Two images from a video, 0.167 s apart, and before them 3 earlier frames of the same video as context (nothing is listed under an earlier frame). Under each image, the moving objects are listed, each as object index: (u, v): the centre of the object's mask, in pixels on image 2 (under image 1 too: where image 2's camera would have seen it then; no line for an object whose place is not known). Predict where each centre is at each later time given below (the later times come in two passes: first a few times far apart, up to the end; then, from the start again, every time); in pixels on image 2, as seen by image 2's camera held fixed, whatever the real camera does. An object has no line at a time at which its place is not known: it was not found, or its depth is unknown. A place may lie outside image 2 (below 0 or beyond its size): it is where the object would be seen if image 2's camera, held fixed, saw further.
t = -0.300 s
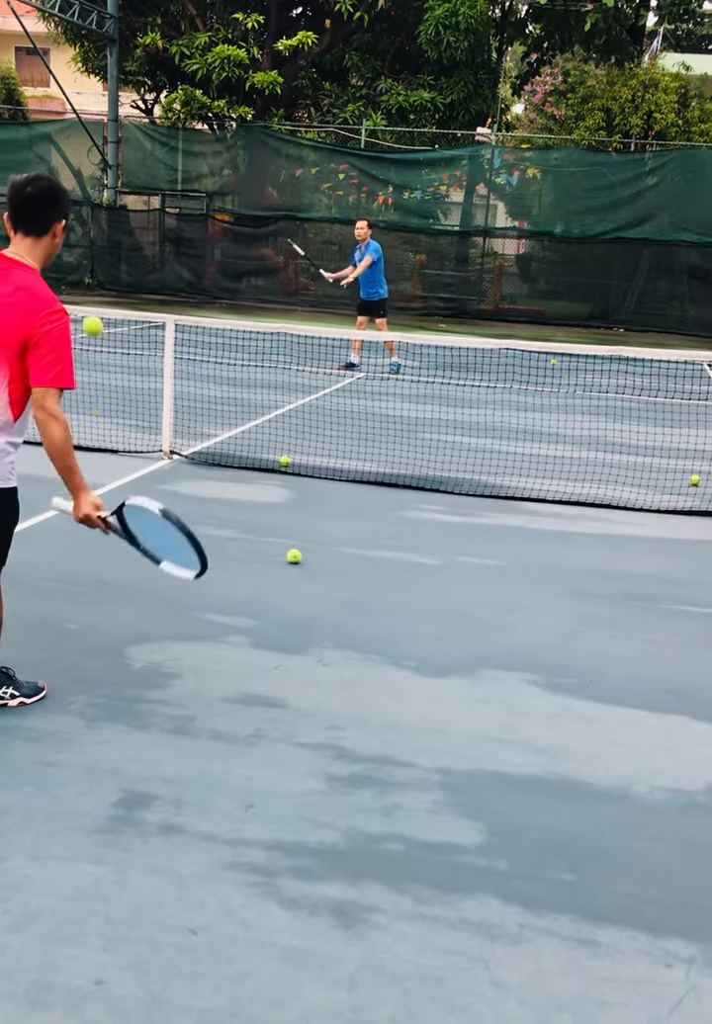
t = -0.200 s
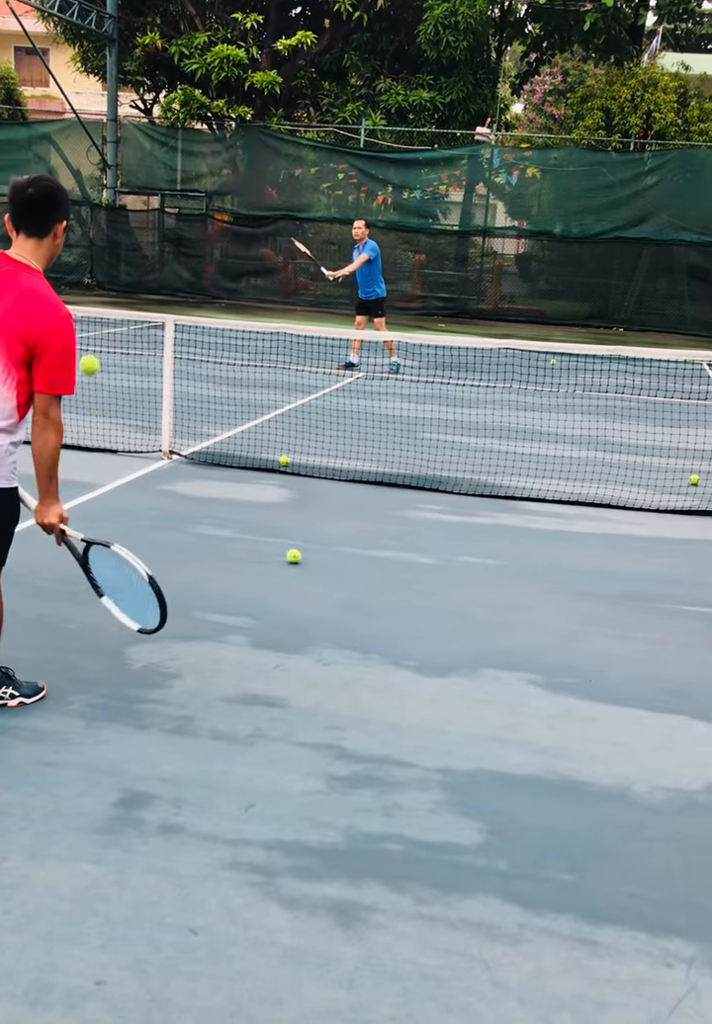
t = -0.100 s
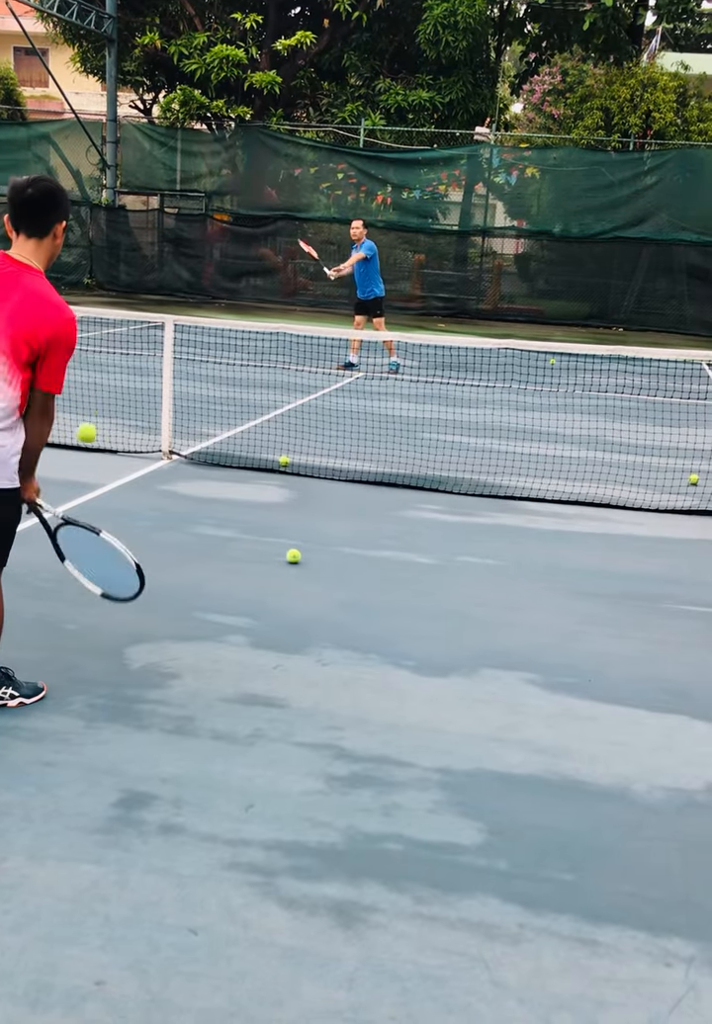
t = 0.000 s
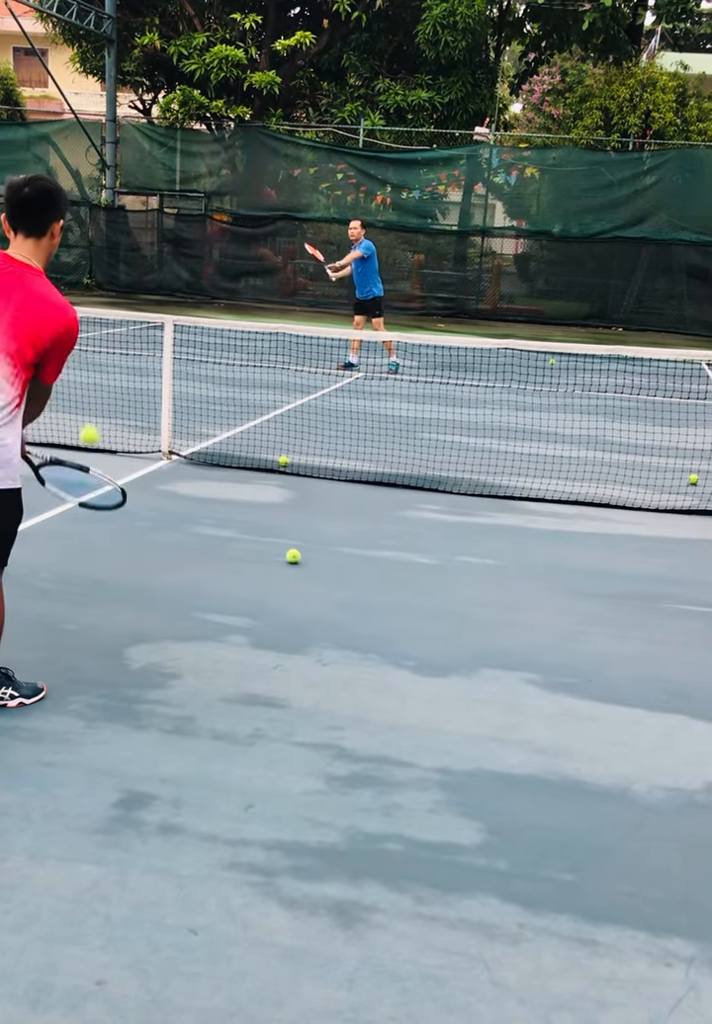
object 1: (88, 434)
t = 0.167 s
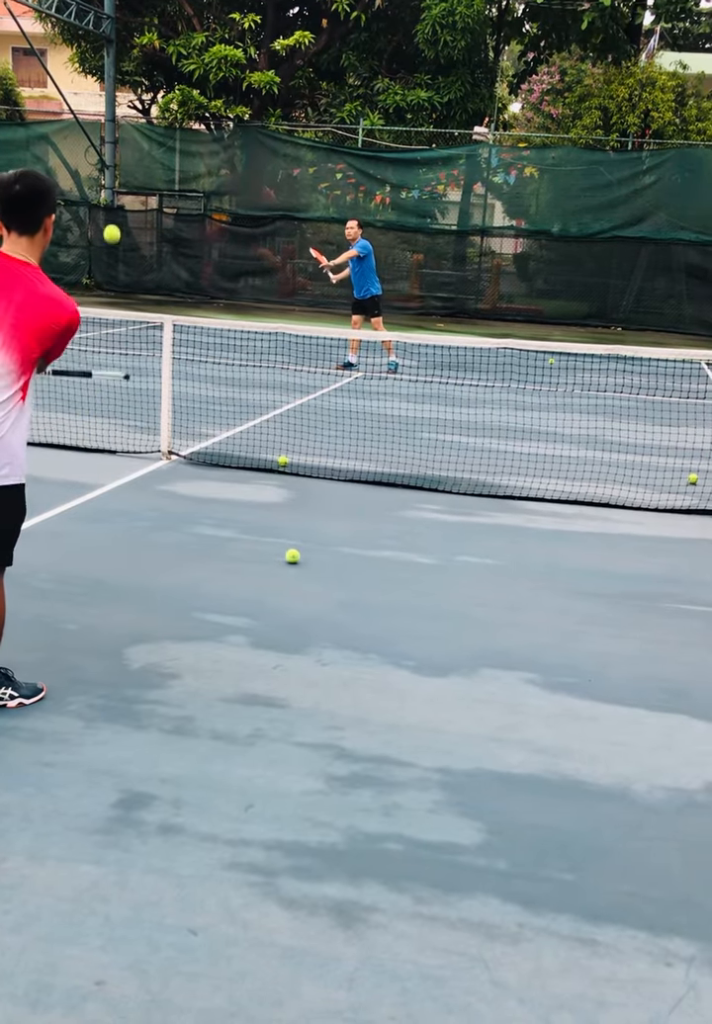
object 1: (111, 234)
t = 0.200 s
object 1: (115, 210)
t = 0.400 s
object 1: (133, 138)
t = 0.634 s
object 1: (147, 165)
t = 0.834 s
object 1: (154, 244)
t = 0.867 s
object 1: (155, 259)
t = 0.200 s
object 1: (115, 210)
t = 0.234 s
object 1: (119, 188)
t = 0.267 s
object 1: (122, 173)
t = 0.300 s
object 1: (125, 159)
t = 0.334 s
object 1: (128, 149)
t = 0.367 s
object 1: (131, 142)
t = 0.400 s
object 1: (133, 138)
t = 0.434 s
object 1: (135, 136)
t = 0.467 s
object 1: (138, 137)
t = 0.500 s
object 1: (140, 139)
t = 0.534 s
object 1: (142, 143)
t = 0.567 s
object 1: (143, 149)
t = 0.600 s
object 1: (145, 157)
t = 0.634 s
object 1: (147, 165)
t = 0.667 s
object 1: (148, 176)
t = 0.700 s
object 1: (150, 187)
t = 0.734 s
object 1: (151, 200)
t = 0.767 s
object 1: (152, 214)
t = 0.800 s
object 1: (153, 228)
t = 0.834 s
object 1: (154, 244)
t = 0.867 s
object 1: (155, 259)
